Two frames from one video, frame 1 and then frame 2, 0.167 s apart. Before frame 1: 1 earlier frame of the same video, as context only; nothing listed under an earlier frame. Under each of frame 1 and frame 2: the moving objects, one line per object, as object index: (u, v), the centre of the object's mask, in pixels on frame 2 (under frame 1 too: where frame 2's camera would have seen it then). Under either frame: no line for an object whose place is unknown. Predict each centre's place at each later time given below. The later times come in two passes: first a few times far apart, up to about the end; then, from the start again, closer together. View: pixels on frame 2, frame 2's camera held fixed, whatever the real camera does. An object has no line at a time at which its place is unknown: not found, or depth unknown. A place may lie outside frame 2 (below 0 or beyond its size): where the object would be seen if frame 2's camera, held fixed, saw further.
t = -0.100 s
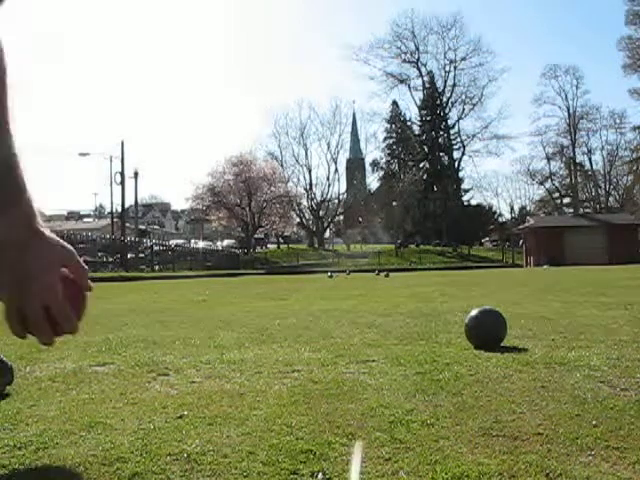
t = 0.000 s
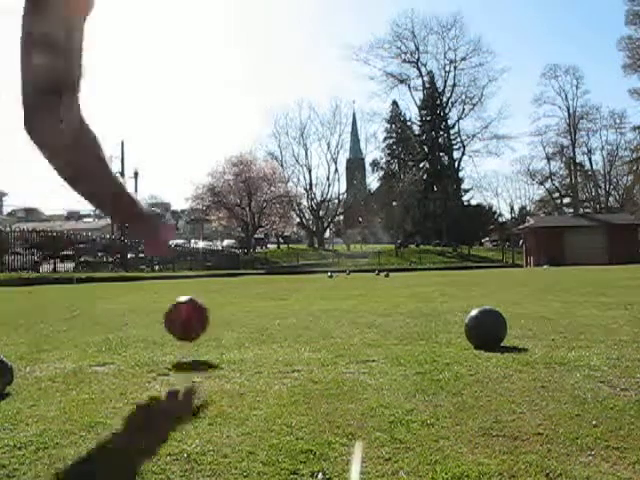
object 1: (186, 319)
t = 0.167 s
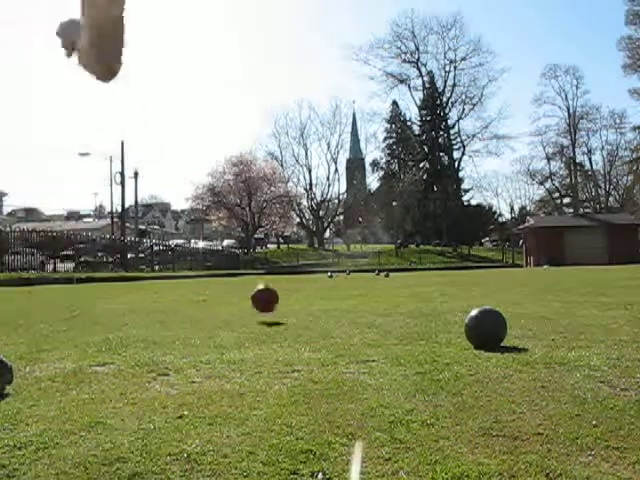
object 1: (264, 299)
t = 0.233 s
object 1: (280, 302)
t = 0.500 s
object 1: (314, 287)
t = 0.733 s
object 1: (330, 284)
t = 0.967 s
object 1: (340, 282)
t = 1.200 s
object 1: (346, 280)
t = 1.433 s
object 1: (351, 279)
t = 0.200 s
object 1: (273, 299)
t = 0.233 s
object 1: (280, 302)
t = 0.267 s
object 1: (287, 299)
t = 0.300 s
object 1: (292, 294)
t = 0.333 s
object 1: (297, 291)
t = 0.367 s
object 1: (301, 290)
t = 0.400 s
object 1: (305, 292)
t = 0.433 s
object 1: (308, 292)
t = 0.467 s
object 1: (311, 289)
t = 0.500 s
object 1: (314, 287)
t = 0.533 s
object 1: (317, 288)
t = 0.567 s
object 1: (320, 288)
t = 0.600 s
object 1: (322, 286)
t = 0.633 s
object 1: (325, 284)
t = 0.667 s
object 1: (327, 285)
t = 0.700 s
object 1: (329, 286)
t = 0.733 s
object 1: (330, 284)
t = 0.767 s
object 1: (332, 284)
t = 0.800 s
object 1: (334, 282)
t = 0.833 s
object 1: (335, 282)
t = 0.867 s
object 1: (337, 283)
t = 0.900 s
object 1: (338, 282)
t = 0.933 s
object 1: (339, 282)
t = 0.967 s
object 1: (340, 282)
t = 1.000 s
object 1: (341, 281)
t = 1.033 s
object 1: (342, 281)
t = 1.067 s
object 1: (343, 281)
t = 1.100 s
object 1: (344, 281)
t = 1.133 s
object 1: (345, 280)
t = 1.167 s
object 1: (345, 280)
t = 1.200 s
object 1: (346, 280)
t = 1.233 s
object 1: (347, 280)
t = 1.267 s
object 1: (348, 279)
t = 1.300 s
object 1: (349, 279)
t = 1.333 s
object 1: (350, 279)
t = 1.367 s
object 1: (350, 278)
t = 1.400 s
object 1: (351, 278)
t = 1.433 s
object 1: (351, 279)
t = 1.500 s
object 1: (353, 278)
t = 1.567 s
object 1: (353, 278)
